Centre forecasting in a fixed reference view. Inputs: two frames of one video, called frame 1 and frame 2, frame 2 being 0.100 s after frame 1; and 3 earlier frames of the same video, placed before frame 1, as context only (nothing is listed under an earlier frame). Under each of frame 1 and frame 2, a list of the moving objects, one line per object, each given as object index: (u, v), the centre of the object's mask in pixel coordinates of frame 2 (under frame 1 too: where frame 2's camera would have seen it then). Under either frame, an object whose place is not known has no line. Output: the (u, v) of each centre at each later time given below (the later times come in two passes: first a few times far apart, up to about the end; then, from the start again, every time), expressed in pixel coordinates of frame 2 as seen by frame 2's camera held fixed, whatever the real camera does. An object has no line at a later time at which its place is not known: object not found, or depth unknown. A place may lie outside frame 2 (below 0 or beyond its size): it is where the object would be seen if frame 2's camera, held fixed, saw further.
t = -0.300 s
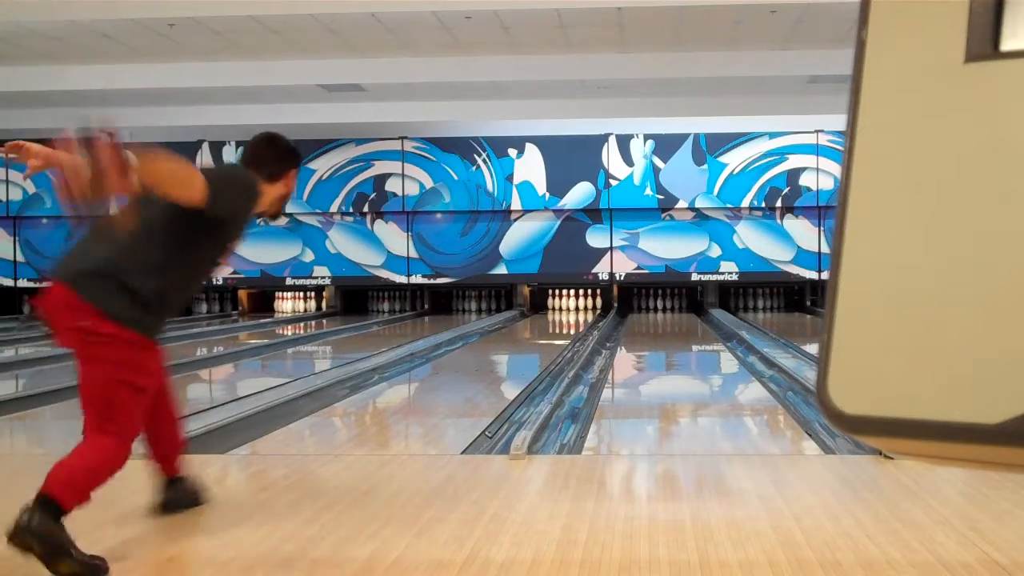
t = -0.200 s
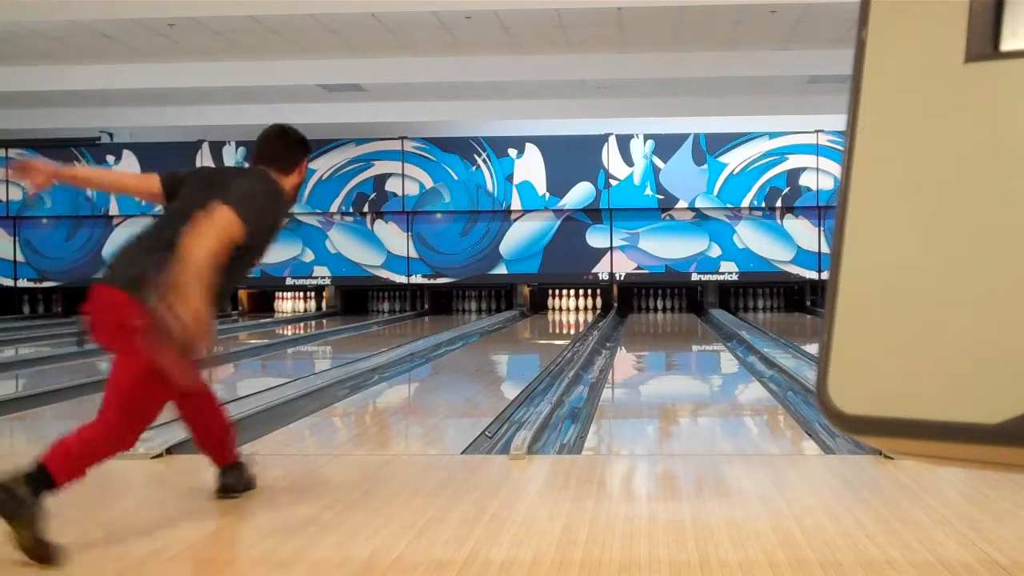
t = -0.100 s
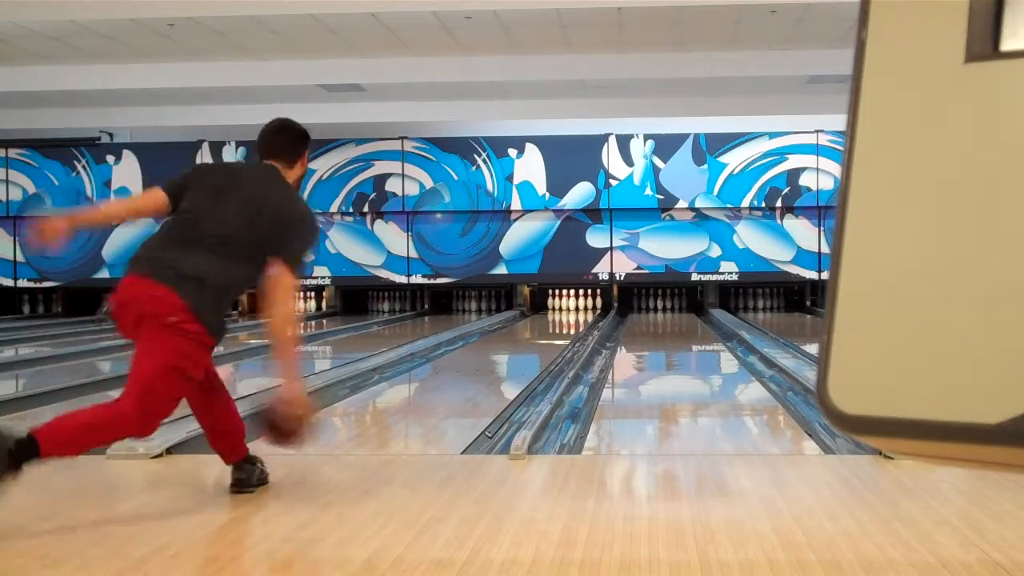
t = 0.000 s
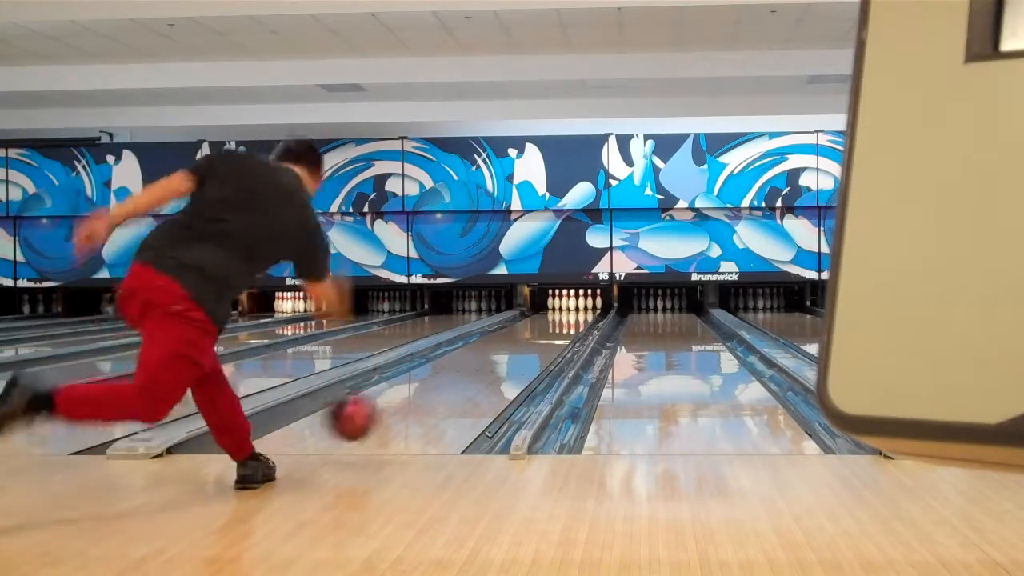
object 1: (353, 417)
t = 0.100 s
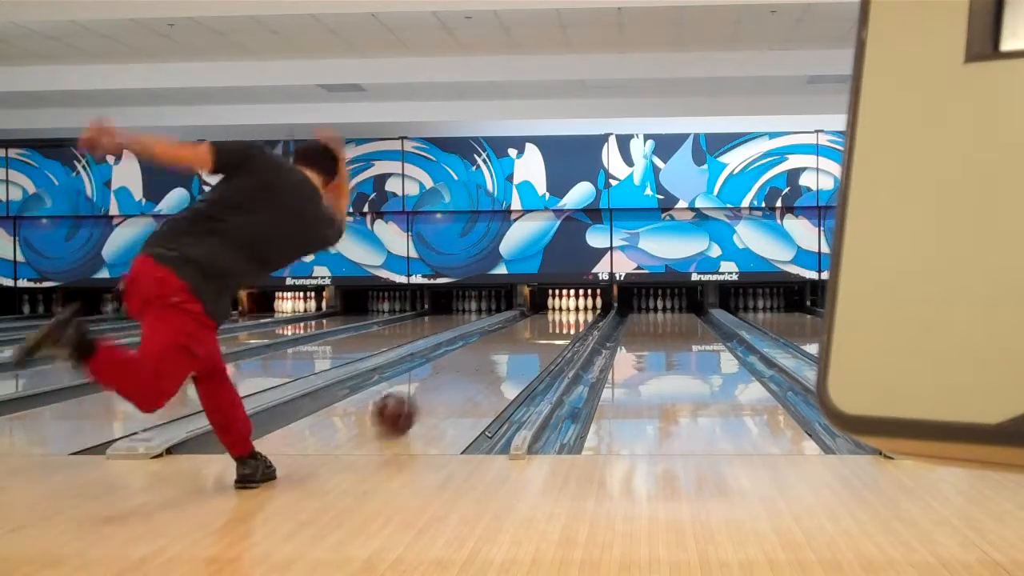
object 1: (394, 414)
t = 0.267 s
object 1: (445, 387)
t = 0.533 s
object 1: (495, 360)
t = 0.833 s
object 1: (529, 341)
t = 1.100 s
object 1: (550, 329)
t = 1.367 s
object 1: (562, 321)
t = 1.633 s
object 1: (571, 314)
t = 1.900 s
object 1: (575, 309)
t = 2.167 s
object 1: (575, 306)
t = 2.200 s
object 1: (575, 306)
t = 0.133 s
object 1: (407, 405)
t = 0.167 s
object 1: (417, 401)
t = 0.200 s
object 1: (427, 396)
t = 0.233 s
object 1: (435, 392)
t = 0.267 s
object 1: (445, 387)
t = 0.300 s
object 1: (453, 382)
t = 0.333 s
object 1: (461, 378)
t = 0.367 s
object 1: (468, 374)
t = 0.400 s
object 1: (473, 372)
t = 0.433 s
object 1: (480, 368)
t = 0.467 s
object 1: (485, 366)
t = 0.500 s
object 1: (490, 363)
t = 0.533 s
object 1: (495, 360)
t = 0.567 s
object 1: (500, 358)
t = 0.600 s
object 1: (505, 356)
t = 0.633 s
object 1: (509, 352)
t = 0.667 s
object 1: (513, 351)
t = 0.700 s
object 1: (517, 348)
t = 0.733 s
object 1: (520, 347)
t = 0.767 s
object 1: (523, 344)
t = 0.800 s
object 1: (527, 343)
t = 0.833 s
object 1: (529, 341)
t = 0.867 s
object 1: (533, 339)
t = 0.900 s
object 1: (535, 338)
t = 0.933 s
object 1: (538, 336)
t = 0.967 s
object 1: (539, 335)
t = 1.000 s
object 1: (542, 333)
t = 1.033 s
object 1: (544, 331)
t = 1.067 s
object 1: (546, 331)
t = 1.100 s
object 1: (550, 329)
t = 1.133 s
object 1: (552, 328)
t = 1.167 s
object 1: (554, 327)
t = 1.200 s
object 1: (555, 326)
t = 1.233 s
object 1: (557, 324)
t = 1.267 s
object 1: (559, 323)
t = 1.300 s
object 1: (560, 323)
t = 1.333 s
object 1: (561, 322)
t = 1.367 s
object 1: (562, 321)
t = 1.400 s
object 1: (564, 320)
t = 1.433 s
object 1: (566, 319)
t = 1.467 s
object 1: (566, 319)
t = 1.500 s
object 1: (568, 318)
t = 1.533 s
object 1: (568, 317)
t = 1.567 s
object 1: (569, 316)
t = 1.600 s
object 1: (570, 315)
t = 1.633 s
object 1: (571, 314)
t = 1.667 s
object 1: (572, 314)
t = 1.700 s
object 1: (573, 313)
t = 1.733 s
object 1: (573, 312)
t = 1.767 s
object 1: (574, 311)
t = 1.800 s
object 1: (574, 311)
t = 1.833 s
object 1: (574, 310)
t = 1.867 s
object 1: (575, 310)
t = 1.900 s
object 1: (575, 309)
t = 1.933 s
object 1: (575, 308)
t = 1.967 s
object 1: (576, 308)
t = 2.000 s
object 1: (576, 308)
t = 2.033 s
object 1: (576, 307)
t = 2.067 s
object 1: (576, 307)
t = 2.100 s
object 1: (576, 307)
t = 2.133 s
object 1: (575, 306)
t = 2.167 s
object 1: (575, 306)
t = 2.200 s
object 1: (575, 306)
